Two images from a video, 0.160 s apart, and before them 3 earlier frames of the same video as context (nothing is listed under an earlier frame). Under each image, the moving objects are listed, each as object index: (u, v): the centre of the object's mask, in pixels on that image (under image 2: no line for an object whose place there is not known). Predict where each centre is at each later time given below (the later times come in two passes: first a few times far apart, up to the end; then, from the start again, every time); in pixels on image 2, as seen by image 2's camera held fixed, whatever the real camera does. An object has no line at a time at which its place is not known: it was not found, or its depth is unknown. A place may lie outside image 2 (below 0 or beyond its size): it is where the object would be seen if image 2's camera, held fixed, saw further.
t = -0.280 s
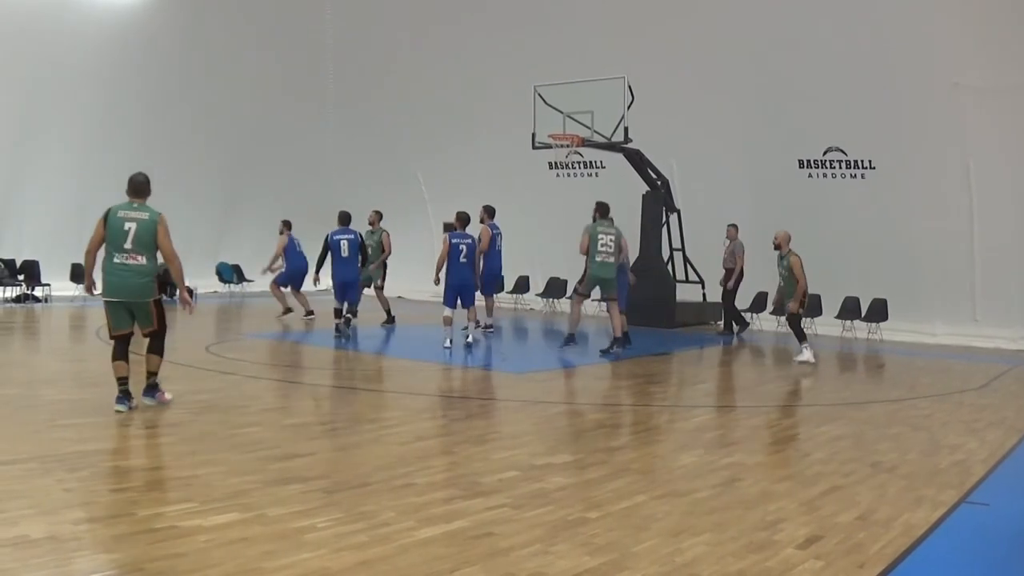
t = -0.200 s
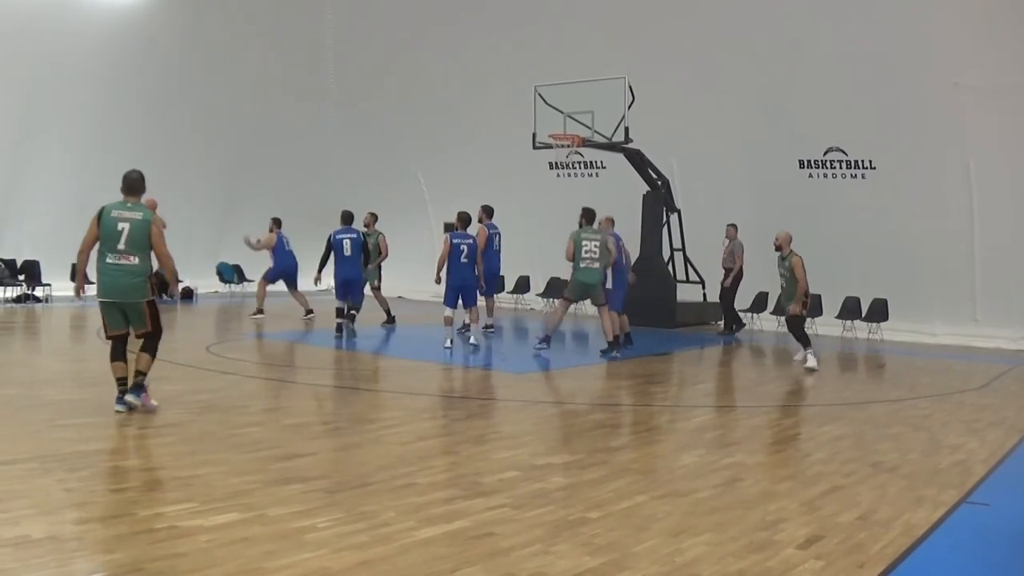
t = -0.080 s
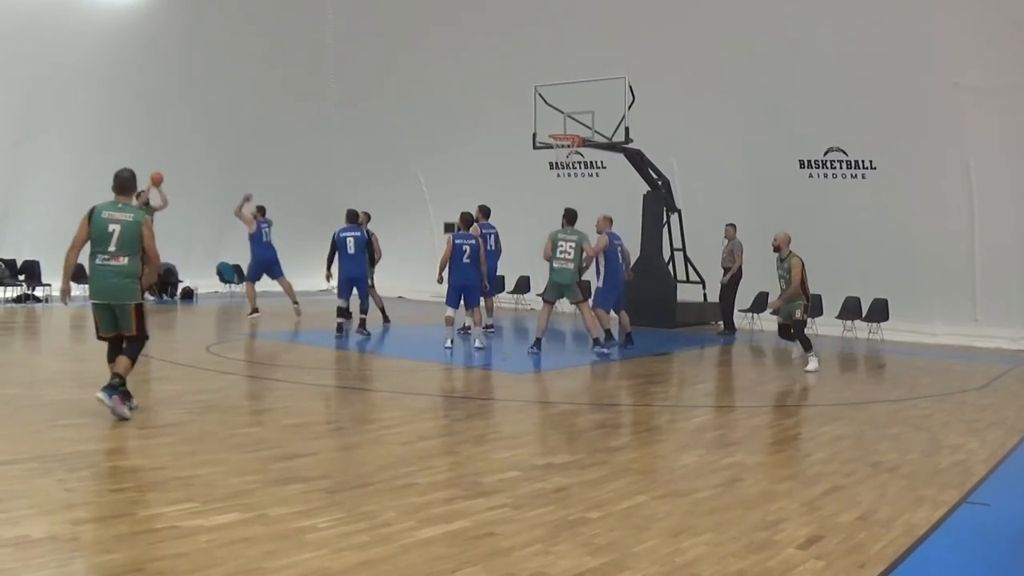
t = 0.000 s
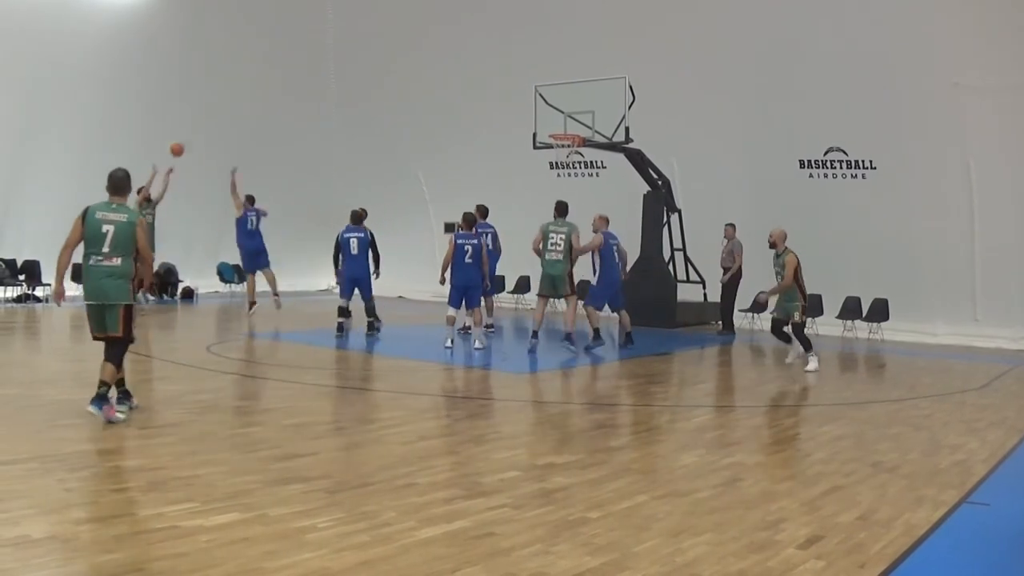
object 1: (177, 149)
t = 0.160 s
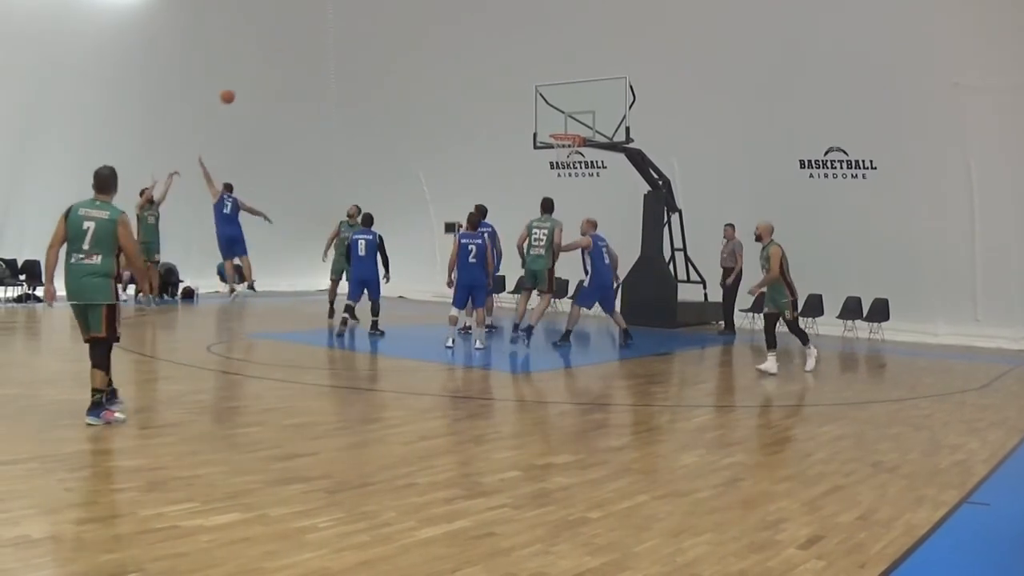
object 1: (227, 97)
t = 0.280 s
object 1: (265, 66)
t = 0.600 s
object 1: (367, 24)
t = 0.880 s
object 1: (458, 38)
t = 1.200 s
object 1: (561, 116)
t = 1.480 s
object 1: (514, 111)
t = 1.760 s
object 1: (448, 131)
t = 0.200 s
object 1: (240, 85)
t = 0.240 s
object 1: (253, 74)
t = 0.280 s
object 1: (265, 66)
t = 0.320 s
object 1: (278, 57)
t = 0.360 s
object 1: (290, 50)
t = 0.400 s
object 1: (303, 43)
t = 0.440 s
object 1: (317, 37)
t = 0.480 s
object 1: (329, 33)
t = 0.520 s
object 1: (342, 29)
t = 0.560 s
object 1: (355, 26)
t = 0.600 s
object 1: (367, 24)
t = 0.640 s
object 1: (380, 23)
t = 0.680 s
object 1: (393, 23)
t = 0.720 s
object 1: (406, 24)
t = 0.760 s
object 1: (419, 26)
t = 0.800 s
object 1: (432, 29)
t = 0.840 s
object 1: (445, 33)
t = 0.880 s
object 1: (458, 38)
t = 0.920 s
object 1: (471, 44)
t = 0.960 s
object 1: (484, 52)
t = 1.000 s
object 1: (497, 60)
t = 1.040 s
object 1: (509, 69)
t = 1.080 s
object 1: (522, 79)
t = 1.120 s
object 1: (535, 90)
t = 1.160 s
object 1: (549, 102)
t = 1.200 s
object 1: (561, 116)
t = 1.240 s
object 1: (575, 129)
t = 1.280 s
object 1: (566, 126)
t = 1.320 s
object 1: (555, 121)
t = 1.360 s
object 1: (545, 117)
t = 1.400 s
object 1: (534, 114)
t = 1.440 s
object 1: (524, 112)
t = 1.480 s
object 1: (514, 111)
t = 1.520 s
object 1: (504, 111)
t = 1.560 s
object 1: (494, 112)
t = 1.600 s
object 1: (485, 114)
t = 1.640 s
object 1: (475, 117)
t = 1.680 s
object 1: (466, 120)
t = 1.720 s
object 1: (457, 125)
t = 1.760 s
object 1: (448, 131)
